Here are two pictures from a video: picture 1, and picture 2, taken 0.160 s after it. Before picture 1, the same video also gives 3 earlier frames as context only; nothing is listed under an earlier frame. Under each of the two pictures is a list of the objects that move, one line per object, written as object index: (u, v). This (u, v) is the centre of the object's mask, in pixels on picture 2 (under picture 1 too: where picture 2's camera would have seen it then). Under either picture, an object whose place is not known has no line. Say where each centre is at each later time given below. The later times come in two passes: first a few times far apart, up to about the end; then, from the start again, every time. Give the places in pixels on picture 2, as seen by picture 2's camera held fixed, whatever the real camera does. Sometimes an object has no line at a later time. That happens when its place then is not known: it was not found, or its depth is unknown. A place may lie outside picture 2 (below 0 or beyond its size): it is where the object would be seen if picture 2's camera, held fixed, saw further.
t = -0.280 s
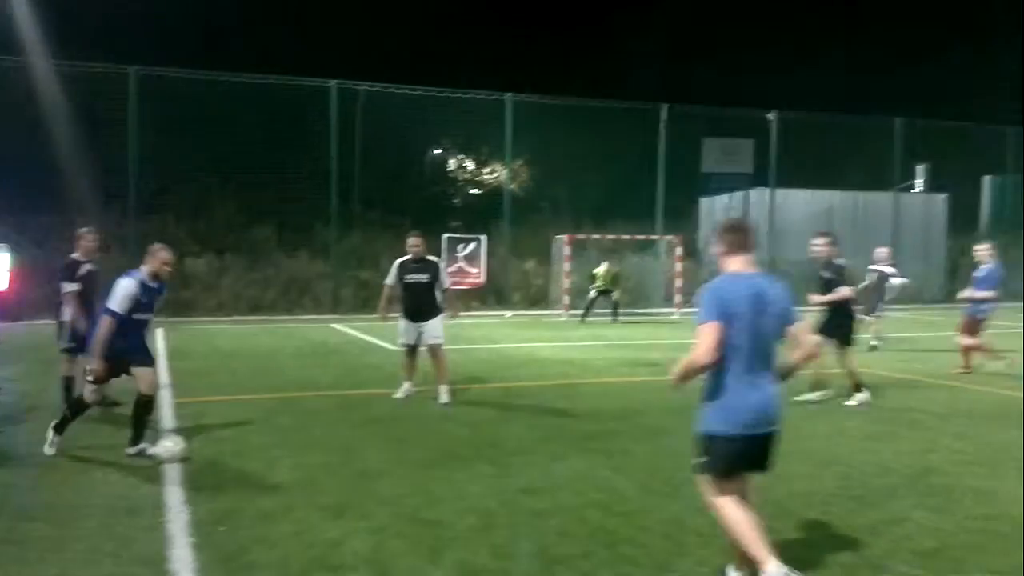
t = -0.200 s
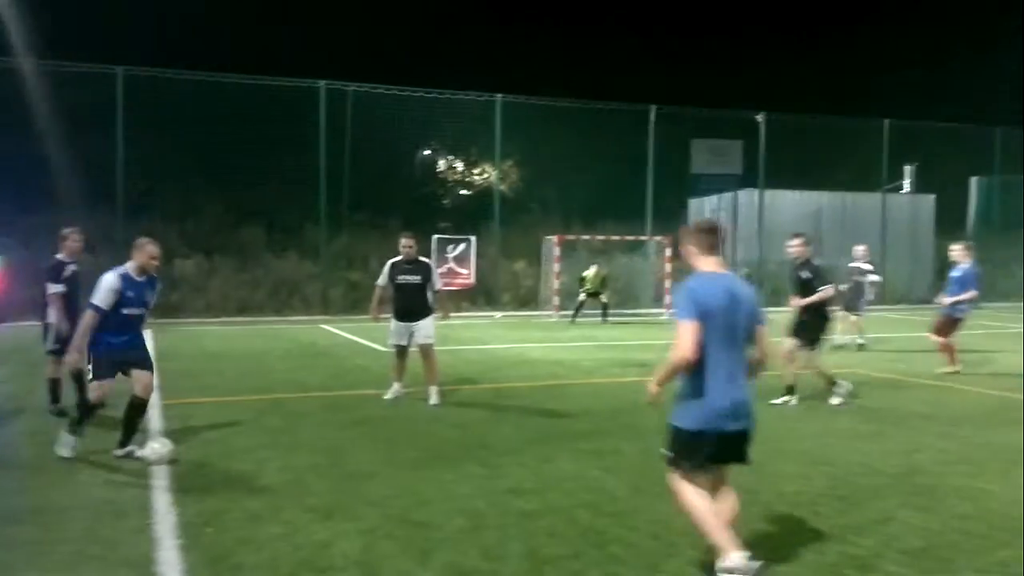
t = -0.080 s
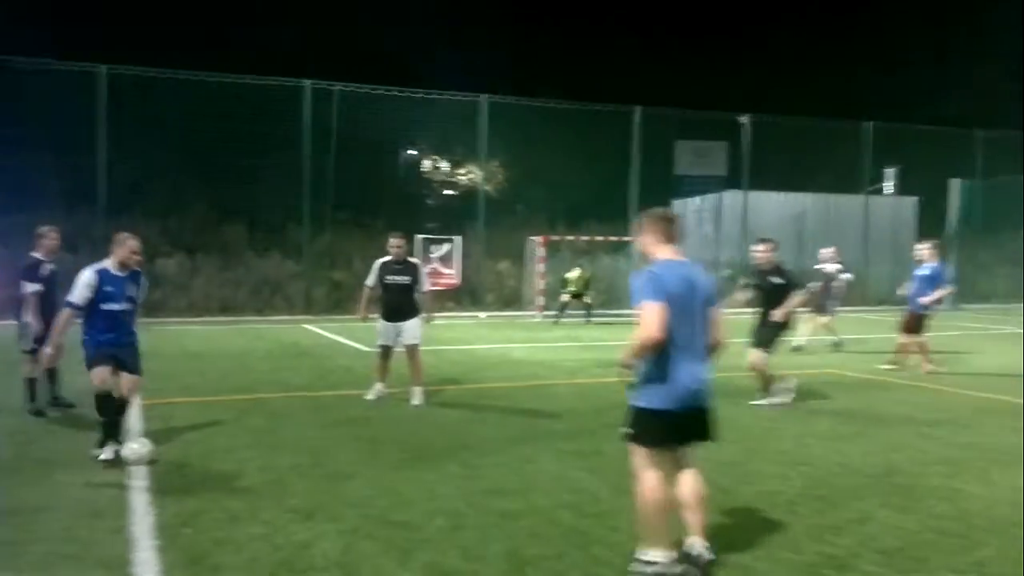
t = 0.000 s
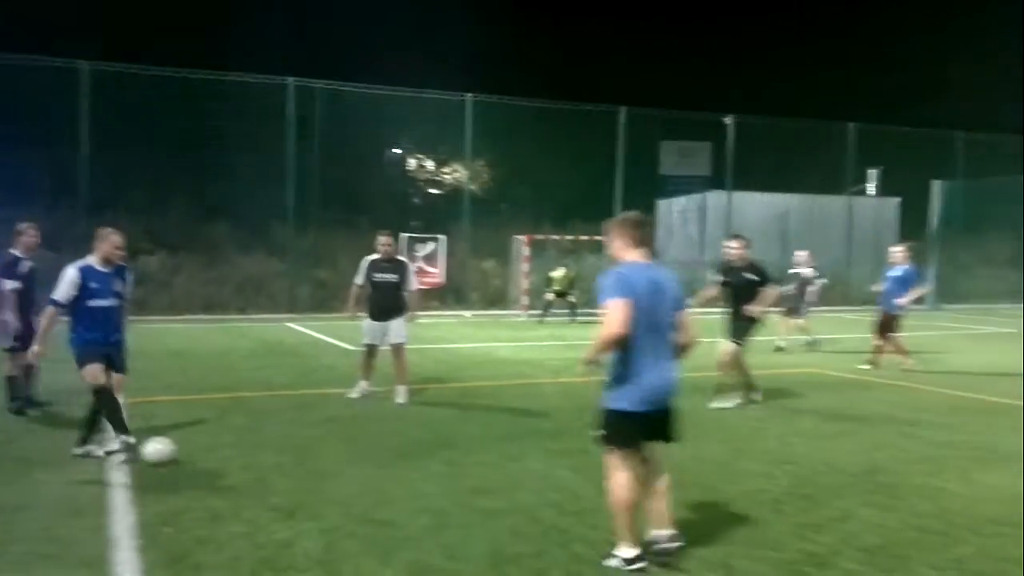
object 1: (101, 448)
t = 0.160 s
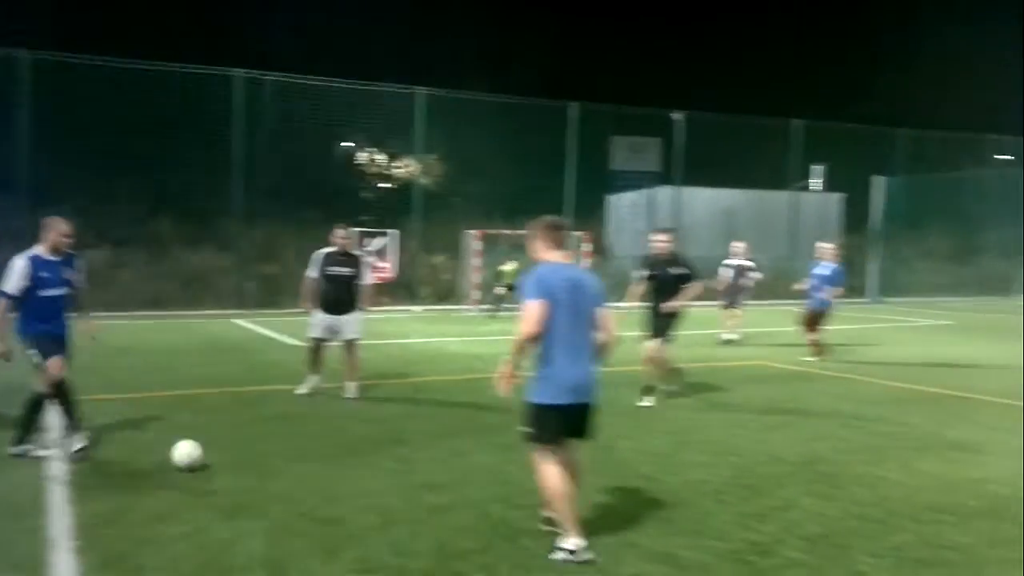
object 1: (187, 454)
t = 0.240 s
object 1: (225, 458)
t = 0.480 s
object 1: (327, 465)
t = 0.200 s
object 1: (207, 458)
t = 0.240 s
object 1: (225, 458)
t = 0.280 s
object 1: (242, 458)
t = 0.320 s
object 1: (260, 461)
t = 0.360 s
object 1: (278, 463)
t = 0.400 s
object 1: (293, 463)
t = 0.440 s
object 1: (310, 465)
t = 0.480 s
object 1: (327, 465)
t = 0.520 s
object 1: (343, 468)
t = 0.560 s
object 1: (359, 468)
